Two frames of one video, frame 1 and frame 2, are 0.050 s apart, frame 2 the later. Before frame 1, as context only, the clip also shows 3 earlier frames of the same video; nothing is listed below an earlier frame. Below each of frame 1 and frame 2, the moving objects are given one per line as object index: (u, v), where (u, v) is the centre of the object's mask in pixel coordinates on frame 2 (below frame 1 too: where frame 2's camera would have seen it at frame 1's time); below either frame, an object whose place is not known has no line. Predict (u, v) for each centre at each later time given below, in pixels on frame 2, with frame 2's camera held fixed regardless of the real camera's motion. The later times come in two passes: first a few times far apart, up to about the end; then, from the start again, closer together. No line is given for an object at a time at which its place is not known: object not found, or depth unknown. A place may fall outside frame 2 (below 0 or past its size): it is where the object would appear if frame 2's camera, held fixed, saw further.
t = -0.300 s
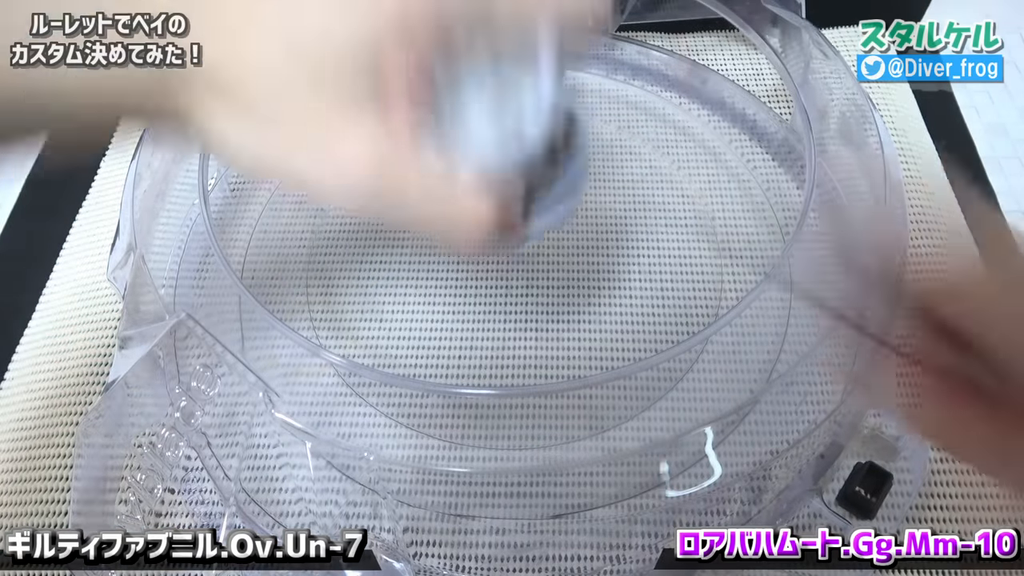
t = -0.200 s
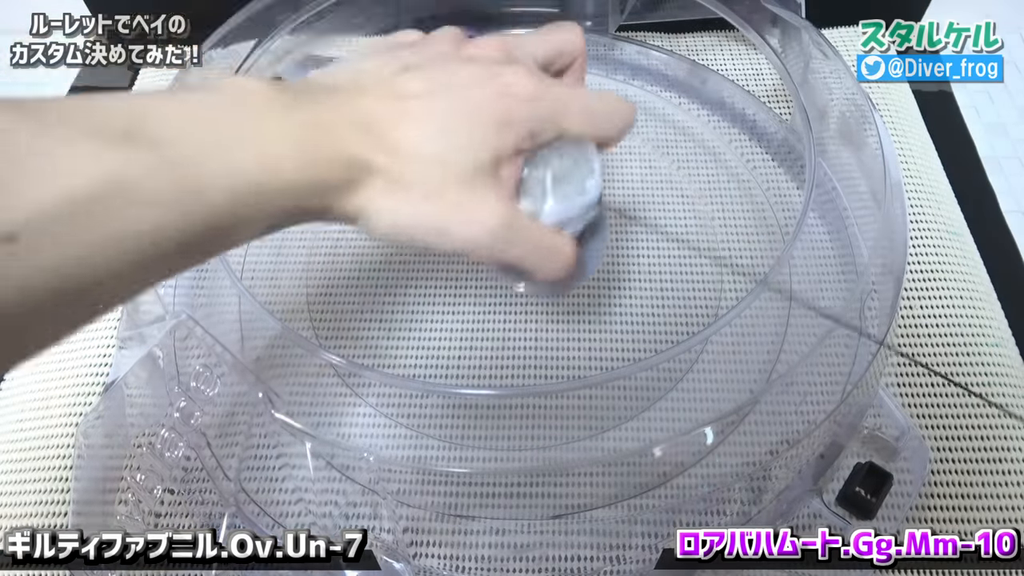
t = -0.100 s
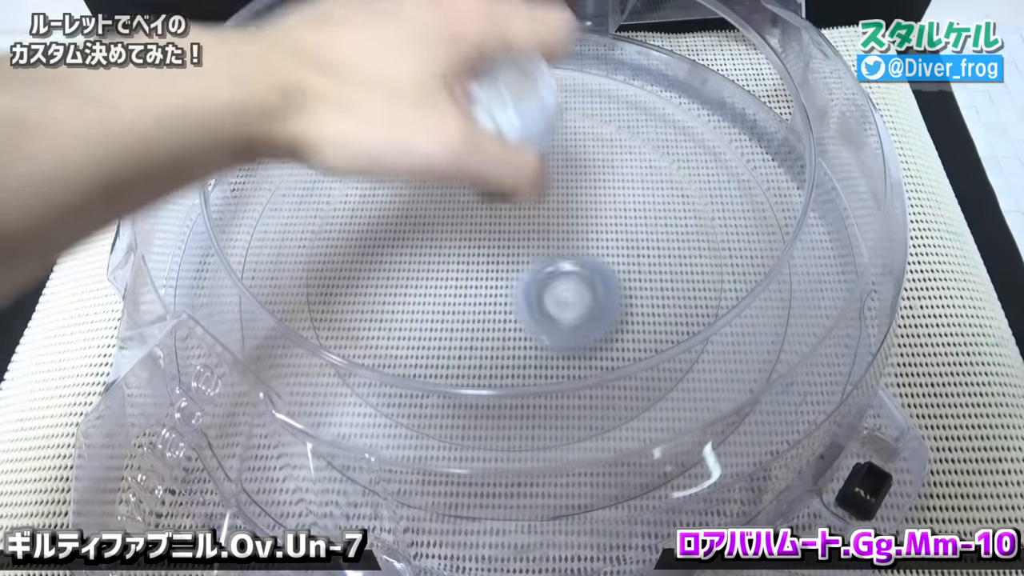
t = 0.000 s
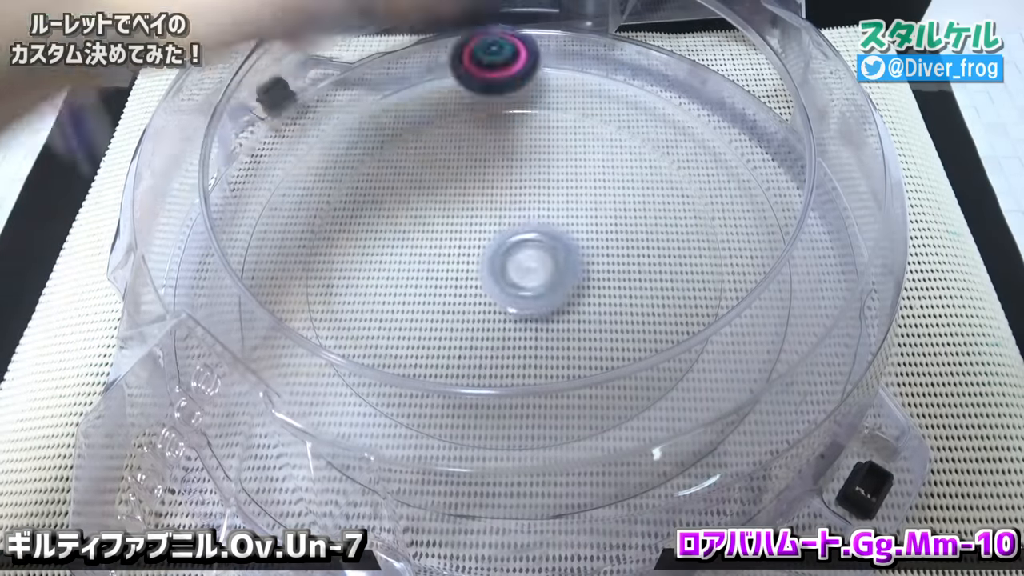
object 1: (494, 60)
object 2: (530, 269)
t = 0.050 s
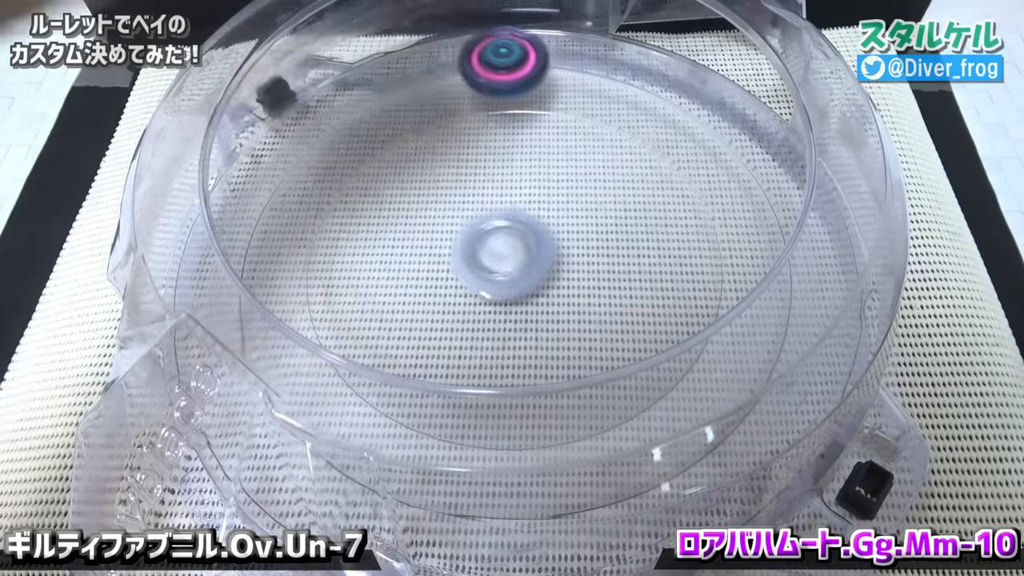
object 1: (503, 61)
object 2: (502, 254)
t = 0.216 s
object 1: (528, 76)
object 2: (448, 188)
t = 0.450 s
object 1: (663, 55)
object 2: (423, 260)
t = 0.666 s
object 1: (736, 89)
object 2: (411, 367)
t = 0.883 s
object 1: (688, 123)
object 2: (416, 310)
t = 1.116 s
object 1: (619, 210)
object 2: (471, 136)
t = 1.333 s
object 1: (473, 307)
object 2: (636, 157)
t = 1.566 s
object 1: (364, 174)
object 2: (621, 447)
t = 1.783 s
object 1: (475, 102)
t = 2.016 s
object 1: (608, 191)
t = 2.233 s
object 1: (504, 349)
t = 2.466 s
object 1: (287, 268)
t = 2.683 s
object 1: (262, 206)
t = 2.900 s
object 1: (259, 207)
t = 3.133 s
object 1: (257, 221)
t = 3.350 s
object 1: (257, 235)
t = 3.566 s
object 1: (322, 111)
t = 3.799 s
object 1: (518, 53)
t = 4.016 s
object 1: (603, 65)
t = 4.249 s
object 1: (663, 63)
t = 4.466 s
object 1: (720, 65)
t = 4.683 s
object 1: (727, 70)
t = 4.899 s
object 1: (717, 63)
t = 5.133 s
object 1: (705, 56)
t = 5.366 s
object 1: (677, 48)
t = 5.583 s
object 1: (636, 47)
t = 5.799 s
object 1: (592, 63)
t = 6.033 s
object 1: (537, 100)
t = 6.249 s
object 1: (537, 213)
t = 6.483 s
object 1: (446, 287)
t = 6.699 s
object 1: (374, 241)
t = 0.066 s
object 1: (506, 63)
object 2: (493, 248)
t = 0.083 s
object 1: (509, 64)
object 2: (484, 243)
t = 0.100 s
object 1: (512, 66)
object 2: (477, 236)
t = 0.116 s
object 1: (514, 67)
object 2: (469, 229)
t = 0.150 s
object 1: (519, 69)
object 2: (458, 215)
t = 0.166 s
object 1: (521, 70)
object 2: (454, 208)
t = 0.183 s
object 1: (523, 73)
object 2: (451, 201)
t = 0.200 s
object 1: (526, 74)
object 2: (449, 194)
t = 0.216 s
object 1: (528, 76)
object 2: (448, 188)
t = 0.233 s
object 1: (530, 78)
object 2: (448, 182)
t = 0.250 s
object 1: (532, 79)
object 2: (450, 177)
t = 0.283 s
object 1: (536, 84)
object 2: (455, 167)
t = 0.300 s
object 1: (539, 87)
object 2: (460, 162)
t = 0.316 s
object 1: (541, 91)
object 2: (466, 158)
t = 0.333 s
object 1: (545, 97)
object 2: (471, 156)
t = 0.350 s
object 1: (556, 94)
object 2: (468, 164)
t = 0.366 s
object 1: (575, 80)
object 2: (458, 181)
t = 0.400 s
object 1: (611, 66)
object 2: (441, 208)
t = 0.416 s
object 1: (631, 62)
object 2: (434, 228)
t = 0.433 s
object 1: (647, 58)
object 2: (428, 240)
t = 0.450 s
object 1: (663, 55)
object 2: (423, 260)
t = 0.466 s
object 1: (678, 55)
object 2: (418, 270)
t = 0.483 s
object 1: (691, 53)
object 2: (415, 283)
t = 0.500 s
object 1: (702, 52)
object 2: (413, 297)
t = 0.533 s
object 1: (716, 61)
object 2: (409, 319)
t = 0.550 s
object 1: (723, 66)
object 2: (410, 331)
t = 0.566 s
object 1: (729, 71)
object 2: (411, 338)
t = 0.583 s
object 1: (734, 75)
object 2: (411, 343)
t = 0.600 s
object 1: (739, 79)
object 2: (412, 347)
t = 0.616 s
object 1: (742, 83)
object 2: (409, 358)
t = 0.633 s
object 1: (742, 85)
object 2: (410, 362)
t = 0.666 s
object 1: (736, 89)
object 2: (411, 367)
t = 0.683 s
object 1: (733, 91)
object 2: (412, 368)
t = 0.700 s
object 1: (729, 93)
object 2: (413, 368)
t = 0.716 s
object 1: (725, 95)
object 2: (413, 368)
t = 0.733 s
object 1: (721, 97)
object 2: (414, 365)
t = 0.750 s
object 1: (718, 99)
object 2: (420, 353)
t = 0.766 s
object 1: (714, 100)
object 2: (420, 351)
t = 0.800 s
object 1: (707, 106)
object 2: (420, 345)
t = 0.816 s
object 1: (703, 111)
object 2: (419, 341)
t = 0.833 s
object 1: (699, 114)
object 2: (417, 335)
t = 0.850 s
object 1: (696, 117)
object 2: (415, 329)
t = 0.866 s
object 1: (692, 120)
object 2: (415, 320)
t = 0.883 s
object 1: (688, 123)
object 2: (416, 310)
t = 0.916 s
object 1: (679, 130)
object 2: (416, 286)
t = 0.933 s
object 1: (675, 132)
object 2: (416, 274)
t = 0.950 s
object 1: (671, 134)
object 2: (417, 261)
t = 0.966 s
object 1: (667, 137)
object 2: (419, 246)
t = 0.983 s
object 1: (662, 142)
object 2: (421, 231)
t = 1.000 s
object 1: (657, 148)
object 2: (423, 217)
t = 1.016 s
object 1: (653, 154)
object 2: (426, 203)
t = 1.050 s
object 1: (642, 169)
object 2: (437, 174)
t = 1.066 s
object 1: (637, 178)
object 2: (445, 163)
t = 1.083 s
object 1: (631, 189)
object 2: (452, 153)
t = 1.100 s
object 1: (626, 199)
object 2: (461, 144)
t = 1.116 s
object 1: (619, 210)
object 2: (471, 136)
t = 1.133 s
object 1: (613, 221)
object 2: (482, 129)
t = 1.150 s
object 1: (607, 233)
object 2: (493, 123)
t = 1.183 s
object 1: (592, 255)
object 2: (518, 115)
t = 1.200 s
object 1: (584, 266)
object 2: (531, 114)
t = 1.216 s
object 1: (574, 275)
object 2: (544, 113)
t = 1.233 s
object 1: (563, 285)
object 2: (558, 113)
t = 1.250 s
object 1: (550, 293)
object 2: (571, 117)
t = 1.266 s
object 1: (536, 299)
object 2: (585, 122)
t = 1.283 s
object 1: (520, 304)
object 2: (598, 129)
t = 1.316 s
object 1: (489, 307)
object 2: (624, 145)
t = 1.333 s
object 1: (473, 307)
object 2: (636, 157)
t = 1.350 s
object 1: (457, 304)
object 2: (648, 171)
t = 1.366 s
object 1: (442, 299)
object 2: (658, 184)
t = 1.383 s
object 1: (428, 293)
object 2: (667, 200)
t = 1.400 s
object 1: (415, 285)
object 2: (674, 217)
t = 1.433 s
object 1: (392, 267)
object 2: (686, 256)
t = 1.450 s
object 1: (383, 256)
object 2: (687, 278)
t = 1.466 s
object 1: (376, 245)
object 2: (686, 302)
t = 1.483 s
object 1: (370, 233)
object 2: (684, 326)
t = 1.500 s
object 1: (366, 221)
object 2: (675, 349)
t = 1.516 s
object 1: (363, 209)
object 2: (667, 373)
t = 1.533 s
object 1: (362, 197)
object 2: (653, 390)
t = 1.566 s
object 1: (364, 174)
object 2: (621, 447)
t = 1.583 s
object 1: (366, 163)
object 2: (602, 479)
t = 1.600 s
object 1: (371, 154)
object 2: (584, 496)
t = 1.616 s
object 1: (376, 145)
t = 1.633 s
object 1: (383, 137)
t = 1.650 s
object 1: (390, 129)
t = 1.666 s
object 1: (397, 122)
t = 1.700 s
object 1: (415, 111)
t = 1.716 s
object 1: (426, 107)
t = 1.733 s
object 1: (439, 104)
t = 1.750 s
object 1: (452, 103)
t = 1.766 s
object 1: (463, 102)
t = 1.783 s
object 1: (475, 102)
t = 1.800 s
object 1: (488, 102)
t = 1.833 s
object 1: (510, 106)
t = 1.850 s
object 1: (521, 109)
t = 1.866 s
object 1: (532, 113)
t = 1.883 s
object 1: (543, 118)
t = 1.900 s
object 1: (552, 124)
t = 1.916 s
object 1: (562, 131)
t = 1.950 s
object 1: (580, 147)
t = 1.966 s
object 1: (588, 156)
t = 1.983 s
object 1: (596, 167)
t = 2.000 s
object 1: (603, 178)
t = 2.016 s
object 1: (608, 191)
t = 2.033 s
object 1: (612, 204)
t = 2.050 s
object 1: (615, 218)
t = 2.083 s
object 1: (614, 247)
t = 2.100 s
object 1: (612, 261)
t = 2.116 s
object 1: (606, 276)
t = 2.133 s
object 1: (597, 291)
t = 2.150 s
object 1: (587, 305)
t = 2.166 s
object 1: (575, 318)
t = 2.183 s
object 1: (560, 330)
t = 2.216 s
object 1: (525, 344)
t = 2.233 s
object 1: (504, 349)
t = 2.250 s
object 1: (484, 351)
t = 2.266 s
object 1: (463, 352)
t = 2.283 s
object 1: (442, 350)
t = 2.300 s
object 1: (422, 348)
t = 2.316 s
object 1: (399, 353)
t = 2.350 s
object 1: (361, 339)
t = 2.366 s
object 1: (349, 324)
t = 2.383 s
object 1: (335, 316)
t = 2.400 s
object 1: (322, 307)
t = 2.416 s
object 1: (312, 297)
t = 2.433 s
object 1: (303, 286)
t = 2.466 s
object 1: (287, 268)
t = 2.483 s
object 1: (281, 259)
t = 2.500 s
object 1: (275, 251)
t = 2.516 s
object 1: (269, 244)
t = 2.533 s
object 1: (264, 238)
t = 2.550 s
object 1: (260, 232)
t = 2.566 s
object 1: (251, 228)
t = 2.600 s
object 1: (259, 219)
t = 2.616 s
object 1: (259, 215)
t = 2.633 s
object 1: (260, 212)
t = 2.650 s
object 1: (261, 210)
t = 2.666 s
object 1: (262, 207)
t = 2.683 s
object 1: (262, 206)
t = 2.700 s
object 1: (261, 205)
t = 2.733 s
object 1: (261, 204)
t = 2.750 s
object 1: (260, 203)
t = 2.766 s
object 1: (260, 203)
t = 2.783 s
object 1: (261, 203)
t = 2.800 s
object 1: (261, 203)
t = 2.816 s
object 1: (260, 203)
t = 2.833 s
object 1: (260, 204)
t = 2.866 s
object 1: (260, 204)
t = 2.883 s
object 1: (260, 205)
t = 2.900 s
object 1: (259, 207)
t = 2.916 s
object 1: (259, 207)
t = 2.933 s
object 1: (259, 209)
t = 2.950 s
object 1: (258, 210)
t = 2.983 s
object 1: (258, 212)
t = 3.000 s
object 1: (258, 213)
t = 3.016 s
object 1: (258, 213)
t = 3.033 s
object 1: (257, 214)
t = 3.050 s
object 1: (257, 215)
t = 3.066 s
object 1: (257, 216)
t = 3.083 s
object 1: (257, 217)
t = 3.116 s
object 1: (257, 220)
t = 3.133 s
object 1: (257, 221)
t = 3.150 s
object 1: (257, 223)
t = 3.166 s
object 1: (257, 223)
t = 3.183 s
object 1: (257, 225)
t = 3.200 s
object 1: (257, 225)
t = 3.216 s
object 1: (256, 227)
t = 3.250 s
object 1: (256, 229)
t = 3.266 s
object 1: (257, 230)
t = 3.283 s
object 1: (257, 231)
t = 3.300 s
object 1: (258, 232)
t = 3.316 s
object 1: (257, 233)
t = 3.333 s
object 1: (257, 234)
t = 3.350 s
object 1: (257, 235)
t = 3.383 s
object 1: (258, 238)
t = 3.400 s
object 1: (259, 238)
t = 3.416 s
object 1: (254, 230)
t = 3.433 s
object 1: (246, 210)
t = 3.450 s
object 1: (229, 191)
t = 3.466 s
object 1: (237, 174)
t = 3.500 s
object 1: (257, 150)
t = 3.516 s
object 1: (274, 139)
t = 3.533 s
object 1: (291, 128)
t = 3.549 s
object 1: (306, 120)
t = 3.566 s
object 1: (322, 111)
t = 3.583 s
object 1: (340, 103)
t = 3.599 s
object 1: (358, 96)
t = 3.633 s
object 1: (390, 82)
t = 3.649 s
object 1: (404, 75)
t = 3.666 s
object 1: (419, 69)
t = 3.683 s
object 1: (434, 65)
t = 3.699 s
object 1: (449, 63)
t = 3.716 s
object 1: (462, 61)
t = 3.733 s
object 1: (474, 58)
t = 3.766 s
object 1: (498, 55)
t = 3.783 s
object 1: (508, 53)
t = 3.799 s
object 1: (518, 53)
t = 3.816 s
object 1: (526, 53)
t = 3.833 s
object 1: (535, 54)
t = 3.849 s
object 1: (543, 54)
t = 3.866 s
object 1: (551, 55)
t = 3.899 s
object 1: (565, 56)
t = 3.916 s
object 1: (571, 57)
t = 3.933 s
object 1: (578, 58)
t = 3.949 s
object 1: (583, 59)
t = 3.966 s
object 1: (588, 61)
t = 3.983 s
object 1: (594, 63)
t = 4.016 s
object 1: (603, 65)
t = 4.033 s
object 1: (606, 65)
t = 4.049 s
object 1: (611, 66)
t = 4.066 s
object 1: (614, 67)
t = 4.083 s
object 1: (618, 69)
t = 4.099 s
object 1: (622, 70)
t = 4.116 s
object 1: (626, 72)
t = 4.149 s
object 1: (633, 74)
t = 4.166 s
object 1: (636, 76)
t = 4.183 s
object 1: (640, 78)
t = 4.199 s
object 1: (643, 79)
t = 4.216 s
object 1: (646, 81)
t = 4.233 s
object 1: (653, 76)
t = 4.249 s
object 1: (663, 63)
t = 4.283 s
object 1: (679, 52)
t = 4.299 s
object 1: (686, 51)
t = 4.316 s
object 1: (693, 52)
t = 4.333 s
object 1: (699, 53)
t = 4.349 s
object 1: (703, 52)
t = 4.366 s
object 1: (706, 53)
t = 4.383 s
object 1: (709, 57)
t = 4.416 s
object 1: (714, 61)
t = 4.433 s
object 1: (716, 63)
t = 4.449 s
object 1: (718, 64)
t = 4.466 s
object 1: (720, 65)
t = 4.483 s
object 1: (722, 66)
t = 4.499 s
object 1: (723, 66)
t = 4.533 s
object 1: (725, 68)
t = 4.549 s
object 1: (726, 69)
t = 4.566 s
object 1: (726, 69)
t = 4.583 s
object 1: (727, 69)
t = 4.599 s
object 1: (727, 70)
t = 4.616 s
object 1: (727, 70)
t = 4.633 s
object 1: (727, 70)
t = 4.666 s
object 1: (727, 70)
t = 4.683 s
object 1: (727, 70)
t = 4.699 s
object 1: (727, 69)
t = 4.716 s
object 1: (726, 68)
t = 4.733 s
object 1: (725, 68)
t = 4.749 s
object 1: (724, 68)
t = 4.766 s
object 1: (724, 68)
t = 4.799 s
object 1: (722, 67)
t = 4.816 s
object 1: (721, 66)
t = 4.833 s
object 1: (721, 65)
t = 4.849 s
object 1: (720, 65)
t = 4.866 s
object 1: (719, 64)
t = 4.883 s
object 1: (718, 63)
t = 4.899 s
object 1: (717, 63)
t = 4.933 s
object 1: (716, 63)
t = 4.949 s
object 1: (715, 63)
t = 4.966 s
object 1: (714, 62)
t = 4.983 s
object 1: (713, 62)
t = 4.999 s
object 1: (713, 61)
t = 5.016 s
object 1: (712, 61)
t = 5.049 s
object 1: (710, 59)
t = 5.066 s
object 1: (710, 59)
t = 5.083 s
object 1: (708, 58)
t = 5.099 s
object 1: (708, 57)
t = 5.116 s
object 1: (707, 57)
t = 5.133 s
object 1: (705, 56)
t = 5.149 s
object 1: (704, 55)
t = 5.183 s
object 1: (701, 54)
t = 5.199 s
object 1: (699, 53)
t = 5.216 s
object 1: (698, 52)
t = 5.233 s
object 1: (696, 52)
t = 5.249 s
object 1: (695, 52)
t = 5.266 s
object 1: (693, 51)
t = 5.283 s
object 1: (691, 51)
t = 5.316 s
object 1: (686, 50)
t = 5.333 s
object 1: (683, 50)
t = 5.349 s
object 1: (680, 49)
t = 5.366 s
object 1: (677, 48)
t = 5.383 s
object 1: (675, 48)
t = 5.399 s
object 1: (672, 48)
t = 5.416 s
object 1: (668, 47)
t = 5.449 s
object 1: (662, 47)
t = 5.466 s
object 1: (659, 46)
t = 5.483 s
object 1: (655, 46)
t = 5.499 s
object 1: (652, 46)
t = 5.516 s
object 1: (649, 46)
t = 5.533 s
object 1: (646, 46)
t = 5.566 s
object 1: (640, 47)
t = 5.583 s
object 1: (636, 47)
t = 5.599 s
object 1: (633, 48)
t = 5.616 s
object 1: (630, 48)
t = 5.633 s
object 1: (626, 49)
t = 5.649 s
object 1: (623, 49)
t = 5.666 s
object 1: (620, 50)
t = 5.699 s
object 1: (613, 51)
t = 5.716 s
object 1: (609, 52)
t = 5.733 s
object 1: (605, 53)
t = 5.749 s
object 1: (602, 54)
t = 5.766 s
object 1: (598, 55)
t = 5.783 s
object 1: (595, 59)
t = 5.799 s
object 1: (592, 63)
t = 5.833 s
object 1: (585, 69)
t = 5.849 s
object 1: (581, 71)
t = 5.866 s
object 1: (577, 73)
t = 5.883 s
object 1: (571, 77)
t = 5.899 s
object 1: (567, 78)
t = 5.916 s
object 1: (563, 80)
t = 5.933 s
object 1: (559, 82)
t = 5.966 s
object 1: (550, 86)
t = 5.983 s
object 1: (547, 88)
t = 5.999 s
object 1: (543, 90)
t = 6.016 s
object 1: (540, 95)
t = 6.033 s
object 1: (537, 100)
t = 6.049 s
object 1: (535, 107)
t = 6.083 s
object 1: (534, 120)
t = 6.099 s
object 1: (533, 127)
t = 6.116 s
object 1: (533, 135)
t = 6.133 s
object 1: (533, 143)
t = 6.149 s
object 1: (534, 154)
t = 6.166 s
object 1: (534, 163)
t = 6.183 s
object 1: (535, 173)
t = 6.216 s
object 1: (536, 192)
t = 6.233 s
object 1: (537, 202)
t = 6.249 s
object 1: (537, 213)
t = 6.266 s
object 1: (536, 223)
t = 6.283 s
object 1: (533, 232)
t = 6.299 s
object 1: (531, 241)
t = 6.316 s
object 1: (527, 249)
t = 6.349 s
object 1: (516, 264)
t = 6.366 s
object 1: (509, 270)
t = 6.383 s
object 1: (501, 275)
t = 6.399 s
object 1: (492, 279)
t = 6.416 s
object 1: (483, 283)
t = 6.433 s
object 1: (474, 285)
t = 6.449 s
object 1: (465, 287)
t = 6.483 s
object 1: (446, 287)
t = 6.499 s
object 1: (437, 285)
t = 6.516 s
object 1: (428, 283)
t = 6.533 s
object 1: (420, 280)
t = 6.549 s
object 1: (413, 276)
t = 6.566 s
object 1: (407, 273)
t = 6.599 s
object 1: (396, 265)
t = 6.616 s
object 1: (391, 262)
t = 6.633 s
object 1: (386, 258)
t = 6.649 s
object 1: (382, 254)
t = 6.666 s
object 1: (379, 249)
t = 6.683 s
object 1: (376, 245)
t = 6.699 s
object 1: (374, 241)
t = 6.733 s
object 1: (371, 233)
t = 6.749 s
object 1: (370, 230)
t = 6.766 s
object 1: (370, 226)
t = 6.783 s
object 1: (371, 222)
